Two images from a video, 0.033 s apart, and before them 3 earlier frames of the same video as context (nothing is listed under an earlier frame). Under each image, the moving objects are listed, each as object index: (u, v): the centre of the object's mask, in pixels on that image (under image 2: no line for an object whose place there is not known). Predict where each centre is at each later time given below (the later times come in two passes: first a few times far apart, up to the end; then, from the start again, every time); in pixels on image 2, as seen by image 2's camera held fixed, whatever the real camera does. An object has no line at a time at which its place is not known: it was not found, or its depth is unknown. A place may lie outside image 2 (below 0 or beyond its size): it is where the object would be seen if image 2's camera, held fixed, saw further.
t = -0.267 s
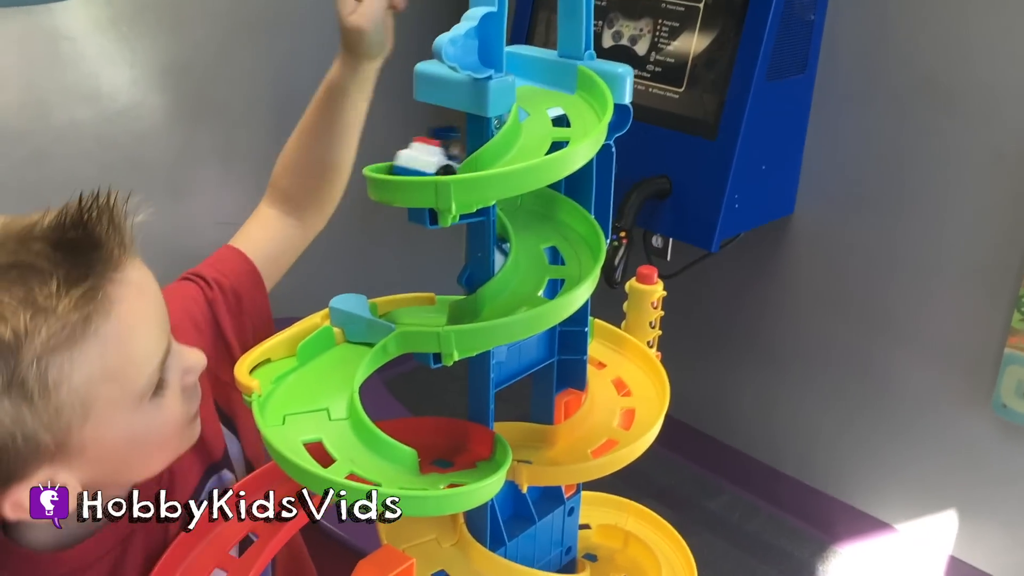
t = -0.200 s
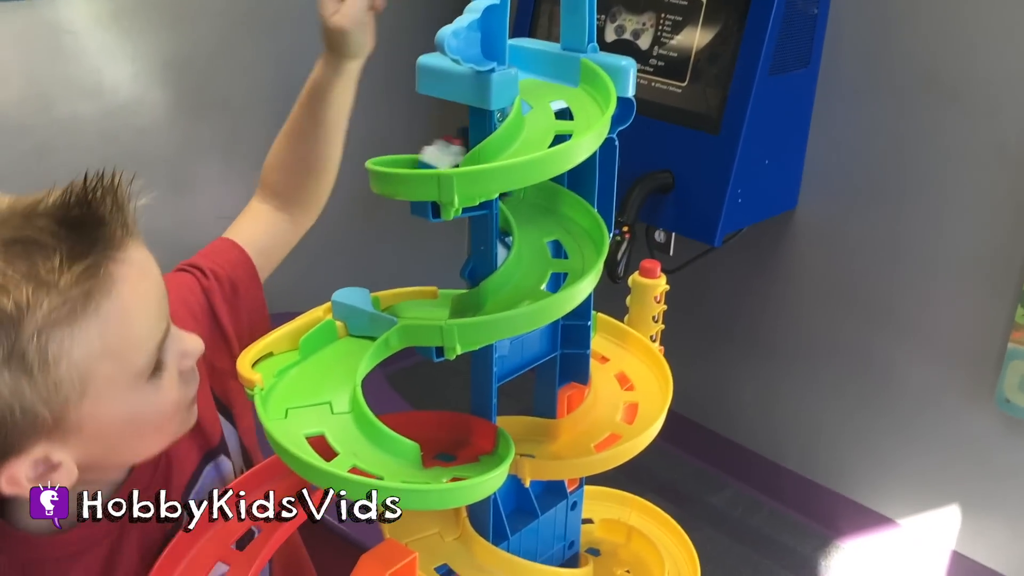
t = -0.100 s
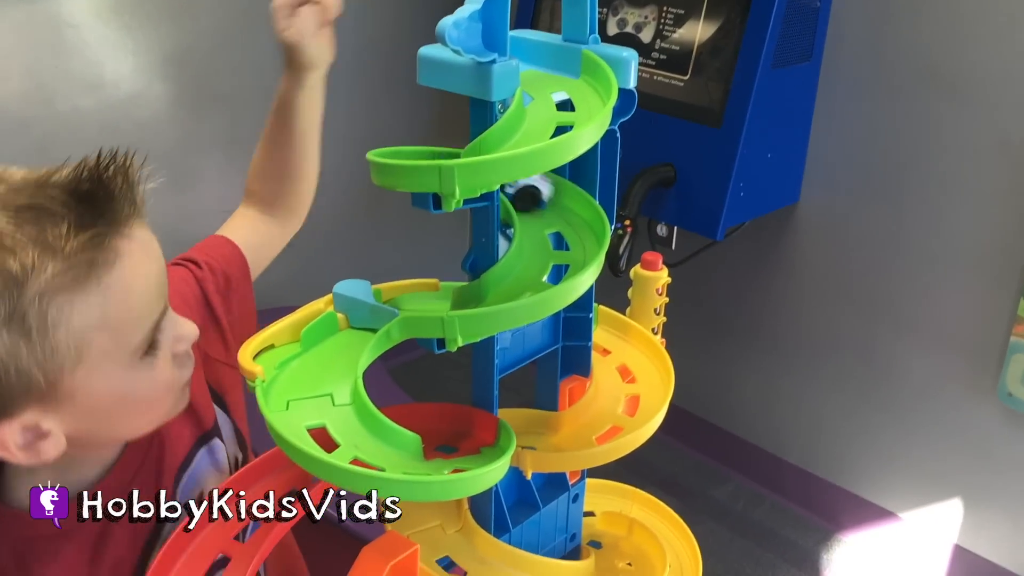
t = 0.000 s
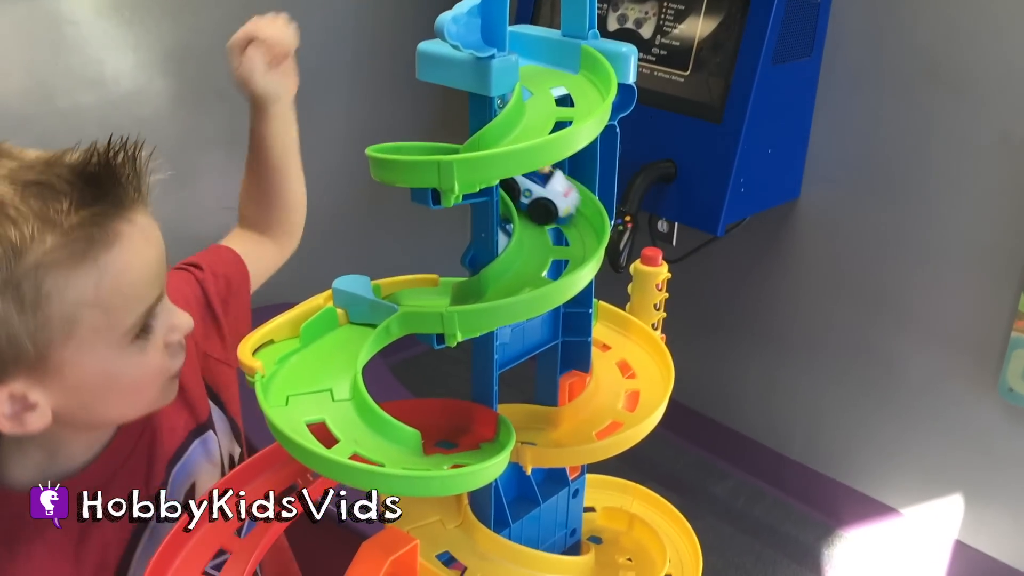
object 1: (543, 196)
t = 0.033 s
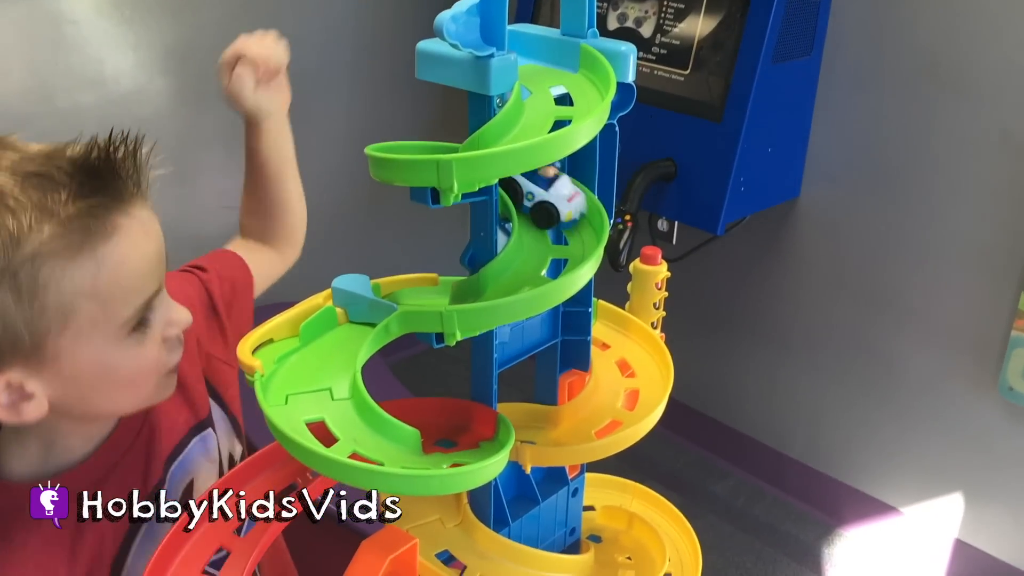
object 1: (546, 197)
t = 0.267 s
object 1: (554, 233)
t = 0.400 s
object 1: (532, 254)
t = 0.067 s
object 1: (549, 199)
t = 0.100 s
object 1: (551, 203)
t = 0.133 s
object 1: (553, 208)
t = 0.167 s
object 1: (555, 214)
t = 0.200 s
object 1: (555, 220)
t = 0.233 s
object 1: (554, 227)
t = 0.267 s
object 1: (554, 233)
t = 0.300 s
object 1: (550, 239)
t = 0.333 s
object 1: (545, 244)
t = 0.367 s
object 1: (540, 249)
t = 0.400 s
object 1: (532, 254)
